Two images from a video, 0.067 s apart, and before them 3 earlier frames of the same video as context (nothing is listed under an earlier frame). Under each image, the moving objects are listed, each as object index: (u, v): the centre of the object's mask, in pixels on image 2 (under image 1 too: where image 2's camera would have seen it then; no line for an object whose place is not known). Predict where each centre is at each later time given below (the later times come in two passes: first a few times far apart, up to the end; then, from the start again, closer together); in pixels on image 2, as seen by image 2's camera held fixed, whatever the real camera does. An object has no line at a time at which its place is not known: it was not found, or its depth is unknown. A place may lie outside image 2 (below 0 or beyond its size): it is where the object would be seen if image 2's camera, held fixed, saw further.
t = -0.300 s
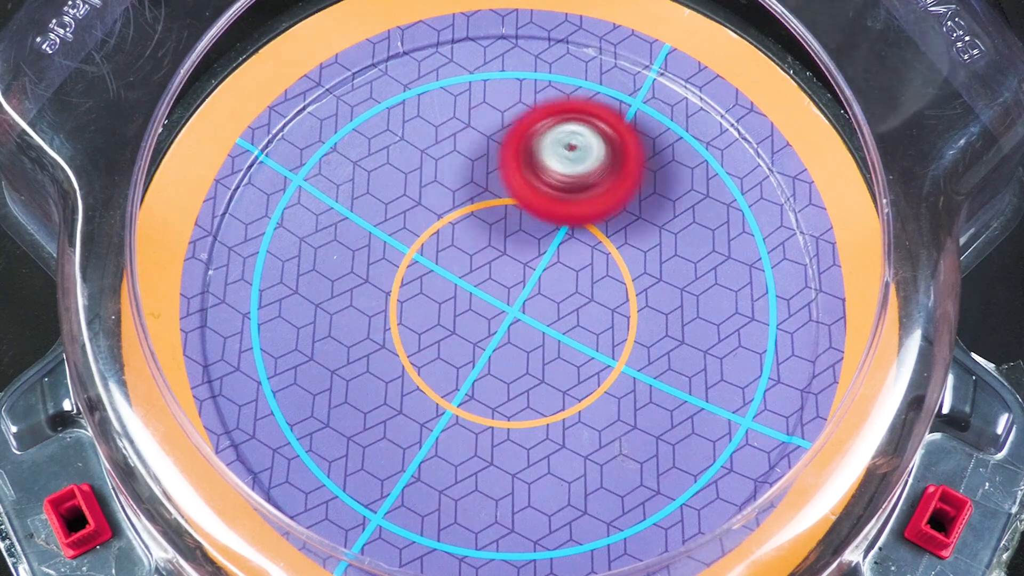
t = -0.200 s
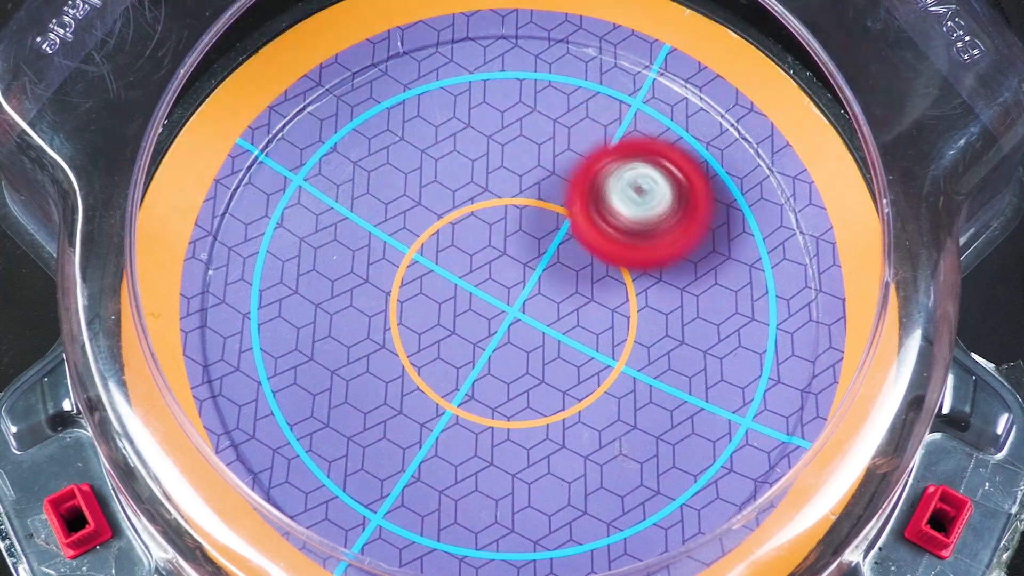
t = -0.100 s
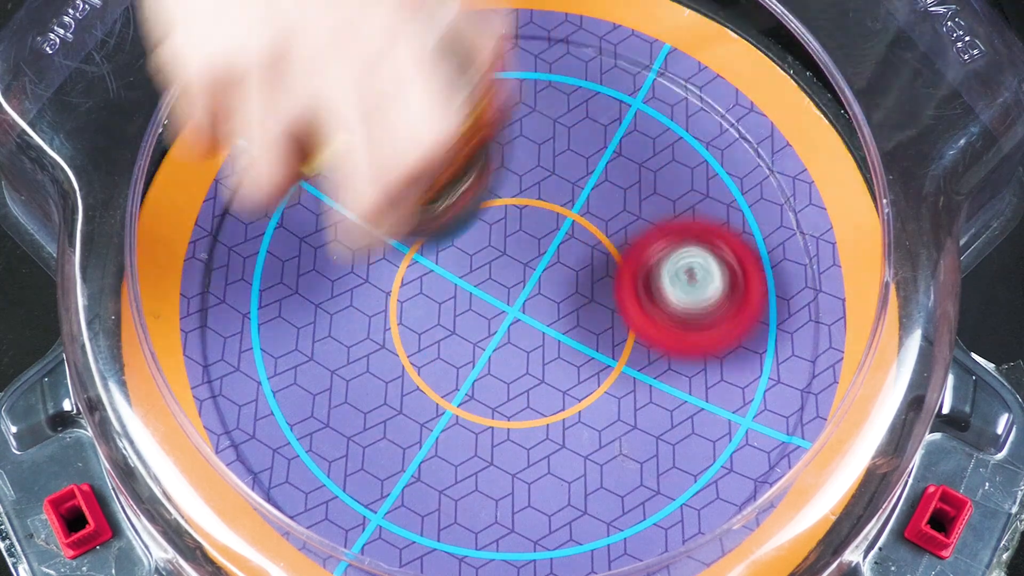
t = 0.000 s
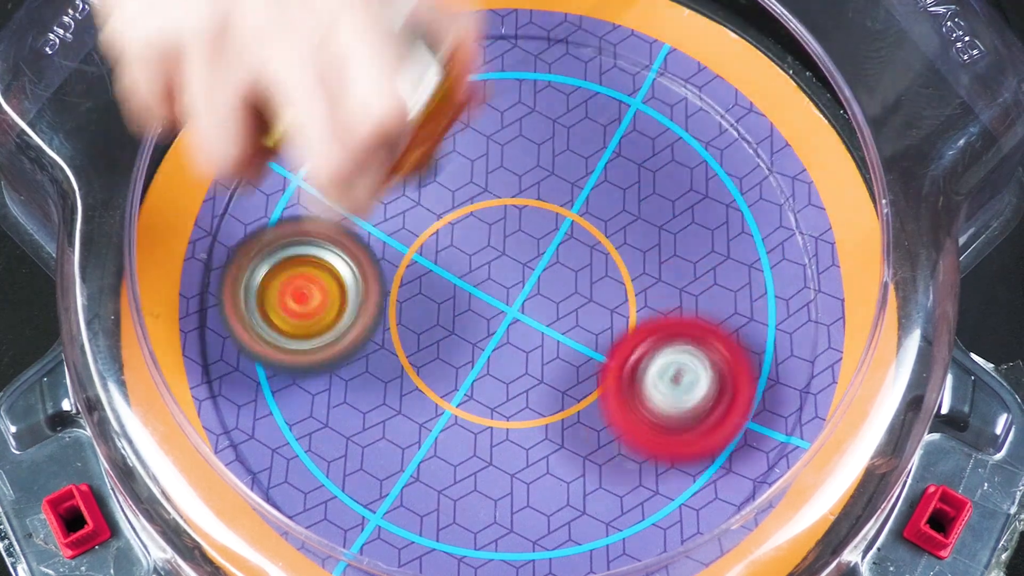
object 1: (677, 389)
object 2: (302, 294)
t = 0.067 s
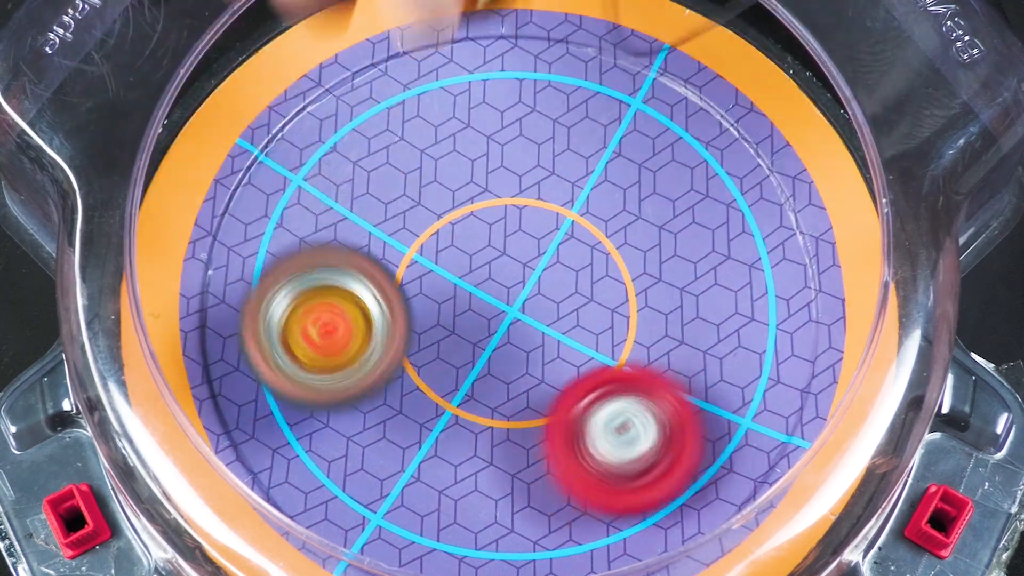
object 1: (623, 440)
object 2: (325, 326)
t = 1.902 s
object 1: (613, 225)
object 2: (488, 270)
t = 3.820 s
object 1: (456, 239)
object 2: (666, 357)
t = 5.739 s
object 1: (513, 375)
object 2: (495, 514)
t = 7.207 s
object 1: (573, 288)
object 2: (436, 310)
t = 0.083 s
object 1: (605, 448)
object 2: (333, 343)
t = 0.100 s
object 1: (586, 454)
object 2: (343, 361)
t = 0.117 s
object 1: (564, 458)
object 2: (353, 381)
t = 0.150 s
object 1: (526, 459)
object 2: (383, 392)
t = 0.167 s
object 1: (532, 456)
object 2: (371, 393)
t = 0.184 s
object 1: (549, 452)
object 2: (343, 393)
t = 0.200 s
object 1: (564, 447)
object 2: (318, 395)
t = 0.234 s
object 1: (592, 432)
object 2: (273, 405)
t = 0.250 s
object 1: (604, 422)
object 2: (260, 399)
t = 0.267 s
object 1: (612, 411)
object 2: (251, 391)
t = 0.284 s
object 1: (619, 399)
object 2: (242, 384)
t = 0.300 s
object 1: (625, 388)
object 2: (235, 381)
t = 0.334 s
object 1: (632, 366)
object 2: (228, 373)
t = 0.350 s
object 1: (633, 355)
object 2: (228, 367)
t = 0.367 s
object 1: (632, 344)
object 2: (230, 363)
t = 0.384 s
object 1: (632, 335)
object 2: (231, 360)
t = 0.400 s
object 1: (630, 326)
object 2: (235, 355)
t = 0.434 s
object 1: (627, 310)
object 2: (254, 342)
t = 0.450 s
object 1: (625, 303)
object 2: (268, 334)
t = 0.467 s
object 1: (623, 296)
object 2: (283, 328)
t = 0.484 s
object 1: (619, 290)
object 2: (299, 321)
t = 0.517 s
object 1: (614, 281)
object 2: (334, 306)
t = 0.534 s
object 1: (609, 277)
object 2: (352, 300)
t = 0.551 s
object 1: (605, 274)
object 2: (370, 293)
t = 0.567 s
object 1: (599, 271)
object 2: (390, 286)
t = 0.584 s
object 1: (595, 269)
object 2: (409, 279)
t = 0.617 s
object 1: (591, 267)
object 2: (448, 269)
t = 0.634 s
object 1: (599, 262)
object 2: (450, 267)
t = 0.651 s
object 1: (616, 253)
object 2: (443, 270)
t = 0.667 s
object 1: (633, 245)
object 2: (438, 273)
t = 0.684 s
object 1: (648, 237)
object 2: (432, 275)
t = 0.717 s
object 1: (674, 226)
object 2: (423, 282)
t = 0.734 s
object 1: (686, 223)
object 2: (420, 286)
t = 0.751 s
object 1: (696, 221)
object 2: (416, 291)
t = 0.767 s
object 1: (707, 220)
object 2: (413, 296)
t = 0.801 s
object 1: (722, 224)
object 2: (410, 307)
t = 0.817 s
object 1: (728, 227)
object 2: (408, 314)
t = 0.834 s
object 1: (733, 232)
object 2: (409, 321)
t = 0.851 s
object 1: (736, 239)
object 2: (410, 327)
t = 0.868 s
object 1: (739, 245)
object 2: (412, 334)
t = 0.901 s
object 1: (742, 264)
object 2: (421, 347)
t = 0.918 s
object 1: (740, 274)
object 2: (427, 353)
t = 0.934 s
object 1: (738, 285)
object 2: (434, 358)
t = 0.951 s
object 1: (735, 296)
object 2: (443, 363)
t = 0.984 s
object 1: (723, 319)
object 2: (464, 369)
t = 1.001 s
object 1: (716, 330)
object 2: (475, 369)
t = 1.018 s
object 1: (707, 341)
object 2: (486, 369)
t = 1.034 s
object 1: (694, 353)
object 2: (498, 367)
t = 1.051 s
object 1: (682, 363)
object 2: (510, 365)
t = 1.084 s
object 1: (669, 374)
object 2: (521, 358)
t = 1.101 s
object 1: (670, 374)
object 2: (509, 358)
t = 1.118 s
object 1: (673, 372)
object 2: (498, 356)
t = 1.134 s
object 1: (674, 370)
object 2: (489, 351)
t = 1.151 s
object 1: (674, 368)
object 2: (482, 348)
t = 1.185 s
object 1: (667, 360)
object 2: (469, 339)
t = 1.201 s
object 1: (661, 354)
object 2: (464, 335)
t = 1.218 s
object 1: (653, 349)
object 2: (461, 330)
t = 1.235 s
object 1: (645, 342)
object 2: (456, 325)
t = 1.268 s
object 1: (628, 327)
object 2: (449, 319)
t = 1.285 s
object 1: (619, 319)
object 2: (446, 315)
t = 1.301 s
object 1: (611, 310)
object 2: (444, 312)
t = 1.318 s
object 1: (603, 302)
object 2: (441, 310)
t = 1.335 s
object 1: (595, 292)
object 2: (438, 308)
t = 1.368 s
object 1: (581, 273)
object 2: (431, 304)
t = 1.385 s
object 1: (576, 264)
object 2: (427, 304)
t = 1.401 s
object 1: (571, 254)
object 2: (424, 304)
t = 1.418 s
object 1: (565, 244)
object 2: (420, 303)
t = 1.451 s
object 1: (559, 226)
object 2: (412, 304)
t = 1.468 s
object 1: (557, 216)
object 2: (410, 305)
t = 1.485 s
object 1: (555, 207)
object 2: (407, 306)
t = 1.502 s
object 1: (554, 200)
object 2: (405, 307)
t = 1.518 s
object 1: (554, 192)
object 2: (403, 309)
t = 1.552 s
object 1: (553, 180)
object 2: (400, 314)
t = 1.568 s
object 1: (553, 175)
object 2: (399, 316)
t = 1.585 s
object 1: (553, 172)
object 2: (400, 318)
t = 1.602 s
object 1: (553, 169)
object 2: (402, 321)
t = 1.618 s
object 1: (554, 168)
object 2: (404, 323)
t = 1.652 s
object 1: (557, 168)
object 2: (411, 327)
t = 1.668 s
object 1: (558, 167)
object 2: (415, 328)
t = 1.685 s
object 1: (561, 169)
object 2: (420, 328)
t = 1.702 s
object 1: (565, 171)
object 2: (425, 328)
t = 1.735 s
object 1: (573, 177)
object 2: (438, 325)
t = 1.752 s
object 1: (578, 180)
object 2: (445, 322)
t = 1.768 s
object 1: (583, 184)
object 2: (452, 320)
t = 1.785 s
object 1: (587, 189)
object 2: (457, 315)
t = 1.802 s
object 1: (591, 195)
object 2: (463, 310)
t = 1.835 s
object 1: (598, 206)
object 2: (474, 297)
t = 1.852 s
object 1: (601, 211)
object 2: (479, 291)
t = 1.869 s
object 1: (605, 216)
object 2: (482, 283)
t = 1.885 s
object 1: (609, 221)
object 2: (486, 275)
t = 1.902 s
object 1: (613, 225)
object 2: (488, 270)
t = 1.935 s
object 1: (621, 223)
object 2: (481, 266)
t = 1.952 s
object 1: (625, 221)
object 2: (477, 265)
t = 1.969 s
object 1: (631, 219)
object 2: (473, 262)
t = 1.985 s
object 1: (635, 217)
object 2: (469, 260)
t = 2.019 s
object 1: (642, 213)
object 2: (461, 256)
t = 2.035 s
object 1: (644, 212)
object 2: (457, 254)
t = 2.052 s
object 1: (646, 211)
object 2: (453, 252)
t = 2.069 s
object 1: (646, 211)
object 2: (449, 251)
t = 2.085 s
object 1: (645, 211)
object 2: (444, 250)
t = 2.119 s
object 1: (641, 213)
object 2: (437, 249)
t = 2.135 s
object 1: (637, 214)
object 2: (433, 249)
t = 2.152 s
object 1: (633, 216)
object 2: (430, 249)
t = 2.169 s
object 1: (628, 217)
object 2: (426, 250)
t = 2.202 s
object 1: (618, 222)
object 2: (421, 253)
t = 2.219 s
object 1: (612, 224)
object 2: (419, 256)
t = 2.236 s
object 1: (606, 225)
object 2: (417, 259)
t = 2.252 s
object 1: (600, 226)
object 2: (416, 263)
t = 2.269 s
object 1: (593, 227)
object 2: (415, 266)
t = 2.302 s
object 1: (580, 228)
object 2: (417, 274)
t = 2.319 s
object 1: (573, 227)
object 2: (418, 278)
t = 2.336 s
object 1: (564, 226)
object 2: (421, 282)
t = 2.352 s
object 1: (558, 224)
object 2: (425, 286)
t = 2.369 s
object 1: (551, 221)
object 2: (430, 289)
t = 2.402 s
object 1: (539, 212)
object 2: (443, 294)
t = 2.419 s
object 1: (533, 205)
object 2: (448, 300)
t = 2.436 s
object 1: (527, 199)
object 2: (453, 306)
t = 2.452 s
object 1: (523, 193)
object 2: (458, 311)
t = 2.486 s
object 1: (515, 181)
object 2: (473, 317)
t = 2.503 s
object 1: (513, 175)
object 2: (482, 318)
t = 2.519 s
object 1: (512, 169)
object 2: (491, 318)
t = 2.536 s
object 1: (512, 163)
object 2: (501, 317)
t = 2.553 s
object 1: (512, 158)
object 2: (510, 315)
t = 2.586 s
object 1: (516, 148)
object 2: (529, 307)
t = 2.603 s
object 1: (519, 145)
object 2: (538, 303)
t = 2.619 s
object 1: (523, 143)
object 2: (547, 296)
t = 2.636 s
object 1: (527, 141)
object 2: (555, 290)
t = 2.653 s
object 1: (532, 140)
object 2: (562, 283)
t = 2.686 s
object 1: (543, 139)
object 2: (573, 267)
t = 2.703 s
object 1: (547, 139)
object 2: (577, 258)
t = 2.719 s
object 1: (551, 137)
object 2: (582, 252)
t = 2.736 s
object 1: (552, 133)
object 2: (595, 265)
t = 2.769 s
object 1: (547, 113)
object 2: (615, 291)
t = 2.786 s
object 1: (545, 106)
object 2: (622, 301)
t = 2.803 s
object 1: (543, 102)
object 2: (628, 311)
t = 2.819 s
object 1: (542, 99)
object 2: (633, 319)
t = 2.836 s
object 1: (541, 99)
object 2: (637, 325)
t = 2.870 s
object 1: (542, 103)
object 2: (644, 333)
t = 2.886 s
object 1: (542, 108)
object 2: (648, 335)
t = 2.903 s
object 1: (544, 115)
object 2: (651, 335)
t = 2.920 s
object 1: (545, 122)
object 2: (653, 334)
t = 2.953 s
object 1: (548, 141)
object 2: (657, 328)
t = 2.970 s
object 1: (550, 150)
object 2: (658, 323)
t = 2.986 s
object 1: (551, 158)
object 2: (660, 317)
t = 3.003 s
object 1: (552, 168)
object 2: (661, 311)
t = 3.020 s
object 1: (552, 176)
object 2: (661, 304)
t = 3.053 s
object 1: (548, 194)
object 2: (661, 286)
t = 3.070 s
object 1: (543, 202)
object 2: (660, 277)
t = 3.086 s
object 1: (536, 209)
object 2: (659, 266)
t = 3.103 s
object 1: (530, 218)
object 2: (657, 255)
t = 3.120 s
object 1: (522, 226)
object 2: (658, 245)
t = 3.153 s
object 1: (502, 237)
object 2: (663, 224)
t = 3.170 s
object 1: (490, 242)
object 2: (663, 213)
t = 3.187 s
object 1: (478, 246)
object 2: (662, 203)
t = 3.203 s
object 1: (467, 248)
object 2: (656, 192)
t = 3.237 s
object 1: (444, 253)
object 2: (641, 172)
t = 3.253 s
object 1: (434, 254)
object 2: (632, 164)
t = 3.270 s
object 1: (424, 254)
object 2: (620, 158)
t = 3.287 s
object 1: (415, 253)
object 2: (607, 152)
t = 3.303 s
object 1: (406, 252)
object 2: (592, 146)
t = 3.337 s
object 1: (390, 248)
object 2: (559, 143)
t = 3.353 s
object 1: (383, 245)
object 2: (542, 144)
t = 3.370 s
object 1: (377, 241)
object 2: (524, 147)
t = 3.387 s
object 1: (371, 237)
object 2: (506, 154)
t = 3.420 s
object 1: (344, 235)
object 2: (495, 159)
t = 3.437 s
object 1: (329, 236)
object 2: (494, 162)
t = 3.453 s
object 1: (317, 236)
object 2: (492, 169)
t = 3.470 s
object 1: (307, 237)
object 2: (492, 174)
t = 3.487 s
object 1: (300, 238)
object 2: (490, 182)
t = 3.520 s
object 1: (290, 241)
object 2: (490, 203)
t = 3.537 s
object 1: (289, 242)
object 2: (491, 216)
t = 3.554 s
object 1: (289, 242)
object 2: (493, 229)
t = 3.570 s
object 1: (291, 243)
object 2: (497, 242)
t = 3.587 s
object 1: (295, 244)
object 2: (502, 257)
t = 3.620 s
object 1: (308, 246)
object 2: (517, 284)
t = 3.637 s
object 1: (317, 246)
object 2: (526, 297)
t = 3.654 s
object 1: (326, 246)
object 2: (536, 309)
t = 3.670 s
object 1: (338, 248)
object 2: (548, 321)
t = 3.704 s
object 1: (362, 248)
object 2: (573, 339)
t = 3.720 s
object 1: (375, 246)
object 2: (587, 346)
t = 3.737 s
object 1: (389, 246)
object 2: (600, 352)
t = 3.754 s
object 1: (403, 244)
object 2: (613, 356)
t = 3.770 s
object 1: (417, 243)
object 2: (627, 358)
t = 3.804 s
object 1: (443, 240)
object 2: (654, 358)
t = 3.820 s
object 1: (456, 239)
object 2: (666, 357)
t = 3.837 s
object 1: (468, 238)
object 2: (678, 353)
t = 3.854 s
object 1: (479, 238)
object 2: (689, 349)
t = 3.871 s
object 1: (491, 239)
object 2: (699, 343)
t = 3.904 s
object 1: (511, 241)
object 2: (718, 329)
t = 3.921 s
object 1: (520, 243)
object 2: (726, 320)
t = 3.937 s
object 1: (528, 245)
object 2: (732, 309)
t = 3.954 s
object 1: (536, 247)
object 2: (736, 298)
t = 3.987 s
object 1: (549, 252)
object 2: (743, 272)
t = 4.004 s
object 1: (555, 256)
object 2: (744, 259)
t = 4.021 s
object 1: (560, 259)
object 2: (745, 245)
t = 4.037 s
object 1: (566, 264)
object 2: (742, 231)
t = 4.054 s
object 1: (570, 268)
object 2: (738, 217)
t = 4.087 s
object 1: (574, 278)
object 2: (722, 187)
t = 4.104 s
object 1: (575, 283)
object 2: (712, 174)
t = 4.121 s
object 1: (574, 289)
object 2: (698, 162)
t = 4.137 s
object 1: (574, 294)
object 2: (683, 151)
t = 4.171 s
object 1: (569, 306)
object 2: (645, 131)
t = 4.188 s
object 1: (566, 312)
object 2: (625, 125)
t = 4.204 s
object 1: (563, 316)
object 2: (602, 120)
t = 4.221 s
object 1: (560, 320)
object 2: (578, 119)
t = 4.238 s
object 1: (556, 324)
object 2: (554, 119)
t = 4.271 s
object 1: (549, 331)
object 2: (506, 127)
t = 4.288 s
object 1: (545, 334)
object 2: (483, 134)
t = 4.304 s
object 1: (541, 336)
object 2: (460, 144)
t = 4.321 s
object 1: (536, 338)
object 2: (438, 155)
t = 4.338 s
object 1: (531, 338)
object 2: (418, 168)
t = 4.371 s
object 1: (520, 341)
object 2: (383, 199)
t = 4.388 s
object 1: (513, 344)
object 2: (368, 217)
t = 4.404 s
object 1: (507, 345)
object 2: (355, 237)
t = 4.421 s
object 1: (501, 347)
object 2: (343, 257)
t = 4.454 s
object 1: (491, 350)
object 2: (327, 300)
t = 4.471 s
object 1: (486, 352)
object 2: (322, 323)
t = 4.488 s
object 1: (481, 355)
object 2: (321, 346)
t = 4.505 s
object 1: (477, 357)
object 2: (322, 368)
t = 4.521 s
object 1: (473, 361)
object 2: (324, 391)
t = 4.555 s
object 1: (467, 363)
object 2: (337, 434)
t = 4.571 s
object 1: (463, 364)
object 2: (348, 454)
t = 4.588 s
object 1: (458, 366)
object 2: (361, 471)
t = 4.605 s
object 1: (454, 369)
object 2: (377, 486)
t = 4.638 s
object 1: (444, 377)
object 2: (415, 509)
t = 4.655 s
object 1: (440, 381)
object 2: (434, 518)
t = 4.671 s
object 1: (436, 384)
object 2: (455, 524)
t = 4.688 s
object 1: (432, 386)
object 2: (477, 530)
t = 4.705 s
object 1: (428, 387)
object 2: (499, 533)
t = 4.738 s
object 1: (419, 387)
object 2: (542, 528)
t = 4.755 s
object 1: (415, 387)
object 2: (565, 523)
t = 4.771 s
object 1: (412, 386)
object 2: (588, 516)
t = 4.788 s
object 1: (409, 385)
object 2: (612, 512)
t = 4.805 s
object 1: (405, 383)
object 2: (630, 499)
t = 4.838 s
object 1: (400, 376)
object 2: (675, 474)
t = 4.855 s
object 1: (398, 373)
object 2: (694, 458)
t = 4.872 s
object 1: (397, 368)
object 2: (713, 440)
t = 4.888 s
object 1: (394, 363)
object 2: (729, 421)
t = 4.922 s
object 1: (391, 354)
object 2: (751, 376)
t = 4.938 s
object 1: (390, 349)
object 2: (757, 350)
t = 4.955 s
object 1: (390, 345)
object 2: (758, 324)
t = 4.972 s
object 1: (390, 340)
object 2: (757, 298)
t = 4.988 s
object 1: (391, 337)
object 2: (751, 271)
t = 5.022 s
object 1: (398, 333)
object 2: (732, 223)
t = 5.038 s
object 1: (404, 331)
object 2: (717, 198)
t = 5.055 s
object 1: (411, 331)
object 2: (703, 177)
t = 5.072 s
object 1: (419, 330)
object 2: (686, 156)
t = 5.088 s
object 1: (428, 330)
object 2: (664, 138)
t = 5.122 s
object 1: (448, 333)
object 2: (617, 106)
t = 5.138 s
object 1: (458, 335)
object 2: (593, 94)
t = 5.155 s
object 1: (467, 338)
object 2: (567, 83)
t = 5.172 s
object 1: (477, 341)
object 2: (541, 73)
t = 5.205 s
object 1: (494, 349)
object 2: (485, 64)
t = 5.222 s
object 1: (502, 353)
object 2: (457, 63)
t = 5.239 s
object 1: (509, 357)
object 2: (432, 64)
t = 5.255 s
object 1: (515, 362)
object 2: (406, 66)
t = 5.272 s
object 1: (521, 366)
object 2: (379, 70)
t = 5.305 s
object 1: (532, 376)
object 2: (329, 88)
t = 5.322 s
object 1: (536, 382)
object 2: (305, 99)
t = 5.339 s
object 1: (540, 387)
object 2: (283, 112)
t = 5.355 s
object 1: (544, 392)
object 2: (262, 124)
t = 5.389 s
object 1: (548, 401)
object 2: (225, 156)
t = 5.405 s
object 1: (548, 405)
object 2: (217, 176)
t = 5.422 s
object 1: (547, 409)
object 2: (214, 200)
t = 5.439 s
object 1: (546, 412)
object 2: (210, 224)
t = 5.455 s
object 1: (544, 415)
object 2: (208, 247)
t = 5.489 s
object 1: (540, 420)
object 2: (209, 293)
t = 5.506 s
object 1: (537, 421)
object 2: (213, 315)
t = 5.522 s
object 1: (534, 422)
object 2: (219, 337)
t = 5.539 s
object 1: (532, 421)
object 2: (228, 358)
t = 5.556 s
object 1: (530, 420)
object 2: (241, 378)
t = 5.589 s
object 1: (524, 417)
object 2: (270, 418)
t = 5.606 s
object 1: (521, 413)
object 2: (287, 436)
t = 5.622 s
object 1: (518, 410)
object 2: (306, 453)
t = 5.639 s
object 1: (516, 405)
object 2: (328, 470)
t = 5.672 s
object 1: (512, 396)
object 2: (377, 496)
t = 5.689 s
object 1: (511, 391)
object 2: (403, 508)
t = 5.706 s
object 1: (511, 386)
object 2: (434, 511)
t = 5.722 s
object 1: (512, 380)
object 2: (465, 514)
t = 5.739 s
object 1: (513, 375)
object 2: (495, 514)
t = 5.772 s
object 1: (519, 366)
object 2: (558, 505)
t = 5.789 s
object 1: (522, 362)
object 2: (587, 495)
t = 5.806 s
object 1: (525, 358)
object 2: (616, 481)
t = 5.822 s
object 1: (530, 355)
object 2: (641, 464)
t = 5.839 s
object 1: (536, 351)
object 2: (663, 445)
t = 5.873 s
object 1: (549, 343)
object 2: (698, 402)
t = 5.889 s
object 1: (555, 339)
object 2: (711, 379)
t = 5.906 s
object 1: (562, 336)
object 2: (721, 354)
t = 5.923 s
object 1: (569, 333)
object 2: (727, 331)
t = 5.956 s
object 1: (582, 330)
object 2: (734, 284)
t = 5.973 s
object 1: (587, 329)
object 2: (733, 261)
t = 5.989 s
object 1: (592, 329)
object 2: (731, 238)
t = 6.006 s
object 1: (596, 330)
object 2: (726, 216)
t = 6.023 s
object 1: (601, 331)
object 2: (720, 196)
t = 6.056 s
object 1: (609, 333)
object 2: (704, 161)
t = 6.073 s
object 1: (613, 335)
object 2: (694, 146)
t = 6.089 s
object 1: (617, 336)
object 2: (683, 132)
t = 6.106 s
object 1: (620, 337)
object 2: (672, 120)
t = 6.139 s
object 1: (623, 341)
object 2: (648, 100)
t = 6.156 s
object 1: (623, 343)
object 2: (635, 93)
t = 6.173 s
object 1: (622, 345)
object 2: (623, 88)
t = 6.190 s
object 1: (620, 347)
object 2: (610, 84)
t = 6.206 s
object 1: (617, 347)
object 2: (599, 82)
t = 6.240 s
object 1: (611, 348)
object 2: (576, 82)
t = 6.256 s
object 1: (608, 348)
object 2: (567, 84)
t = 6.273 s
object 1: (604, 349)
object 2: (558, 88)
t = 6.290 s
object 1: (600, 349)
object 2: (550, 92)
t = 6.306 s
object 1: (596, 350)
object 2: (543, 97)
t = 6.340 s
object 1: (586, 350)
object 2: (533, 110)
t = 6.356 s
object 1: (581, 350)
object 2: (529, 119)
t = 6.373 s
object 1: (576, 349)
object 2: (526, 129)
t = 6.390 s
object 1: (572, 348)
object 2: (523, 140)
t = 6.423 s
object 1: (563, 345)
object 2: (519, 164)
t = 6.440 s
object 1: (560, 343)
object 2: (517, 178)
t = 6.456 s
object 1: (558, 341)
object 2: (514, 192)
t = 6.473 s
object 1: (559, 345)
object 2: (509, 199)
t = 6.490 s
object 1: (565, 356)
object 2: (498, 194)
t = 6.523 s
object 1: (576, 377)
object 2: (476, 188)
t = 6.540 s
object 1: (580, 384)
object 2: (467, 184)
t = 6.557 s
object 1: (584, 389)
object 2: (462, 182)
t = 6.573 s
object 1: (586, 393)
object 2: (457, 181)
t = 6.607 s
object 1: (587, 395)
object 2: (449, 182)
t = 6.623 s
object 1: (586, 393)
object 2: (446, 184)
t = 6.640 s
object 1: (585, 390)
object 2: (444, 187)
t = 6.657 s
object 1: (582, 385)
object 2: (442, 191)
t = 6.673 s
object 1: (579, 379)
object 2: (441, 196)
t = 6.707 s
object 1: (573, 365)
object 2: (440, 210)
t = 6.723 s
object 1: (571, 358)
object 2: (440, 219)
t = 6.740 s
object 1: (567, 351)
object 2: (440, 227)
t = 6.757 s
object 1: (564, 344)
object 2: (440, 236)
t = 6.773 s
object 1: (562, 339)
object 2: (439, 245)
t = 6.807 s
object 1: (567, 334)
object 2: (426, 256)
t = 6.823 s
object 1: (570, 331)
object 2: (419, 260)
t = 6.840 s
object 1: (573, 329)
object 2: (412, 264)
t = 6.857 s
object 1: (575, 327)
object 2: (406, 268)
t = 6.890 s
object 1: (576, 322)
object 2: (397, 277)
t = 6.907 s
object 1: (577, 320)
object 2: (394, 281)
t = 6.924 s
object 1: (576, 318)
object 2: (392, 286)
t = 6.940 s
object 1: (575, 316)
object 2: (391, 290)
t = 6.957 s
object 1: (574, 315)
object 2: (390, 293)
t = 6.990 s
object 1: (571, 311)
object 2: (392, 299)
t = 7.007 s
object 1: (570, 309)
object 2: (395, 302)
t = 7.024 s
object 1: (568, 307)
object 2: (398, 303)
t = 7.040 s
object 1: (566, 306)
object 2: (401, 305)
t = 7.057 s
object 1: (564, 304)
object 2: (406, 307)
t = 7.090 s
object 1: (563, 301)
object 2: (417, 308)
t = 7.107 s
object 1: (563, 299)
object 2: (422, 308)
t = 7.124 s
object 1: (564, 298)
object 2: (427, 308)
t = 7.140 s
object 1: (567, 296)
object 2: (429, 308)
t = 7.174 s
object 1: (571, 292)
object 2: (431, 310)
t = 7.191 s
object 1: (572, 290)
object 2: (433, 310)
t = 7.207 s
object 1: (573, 288)
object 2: (436, 310)
